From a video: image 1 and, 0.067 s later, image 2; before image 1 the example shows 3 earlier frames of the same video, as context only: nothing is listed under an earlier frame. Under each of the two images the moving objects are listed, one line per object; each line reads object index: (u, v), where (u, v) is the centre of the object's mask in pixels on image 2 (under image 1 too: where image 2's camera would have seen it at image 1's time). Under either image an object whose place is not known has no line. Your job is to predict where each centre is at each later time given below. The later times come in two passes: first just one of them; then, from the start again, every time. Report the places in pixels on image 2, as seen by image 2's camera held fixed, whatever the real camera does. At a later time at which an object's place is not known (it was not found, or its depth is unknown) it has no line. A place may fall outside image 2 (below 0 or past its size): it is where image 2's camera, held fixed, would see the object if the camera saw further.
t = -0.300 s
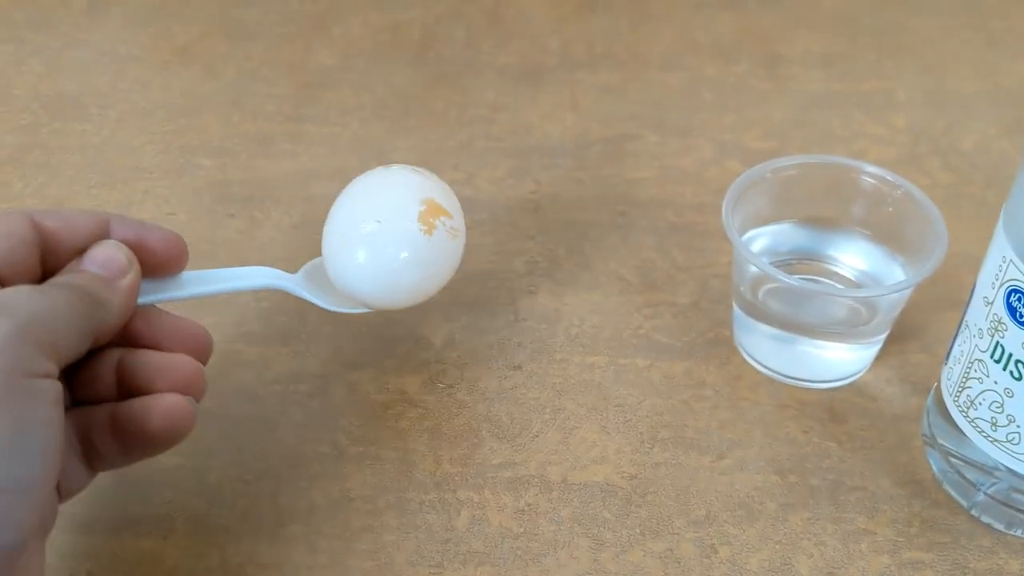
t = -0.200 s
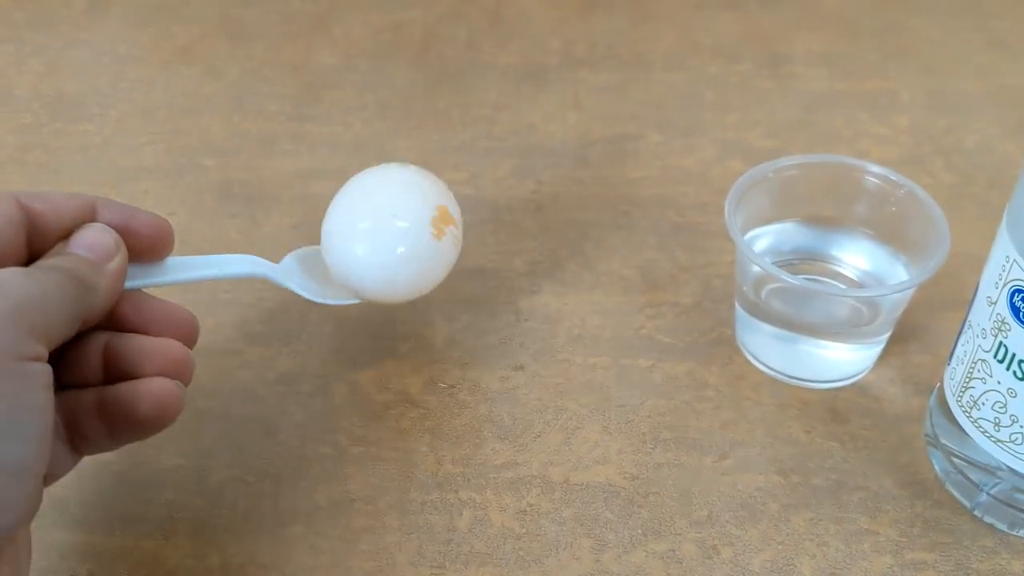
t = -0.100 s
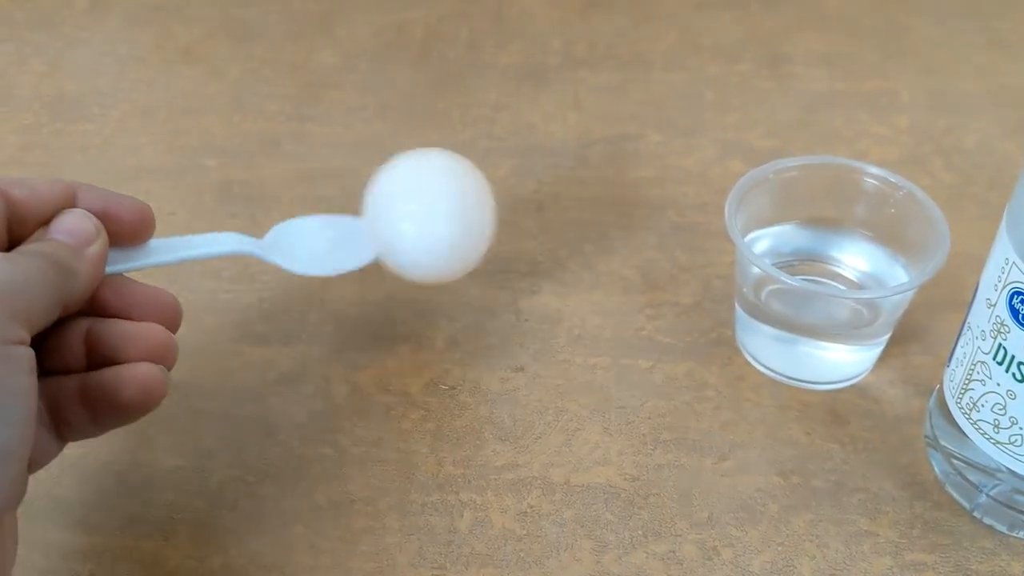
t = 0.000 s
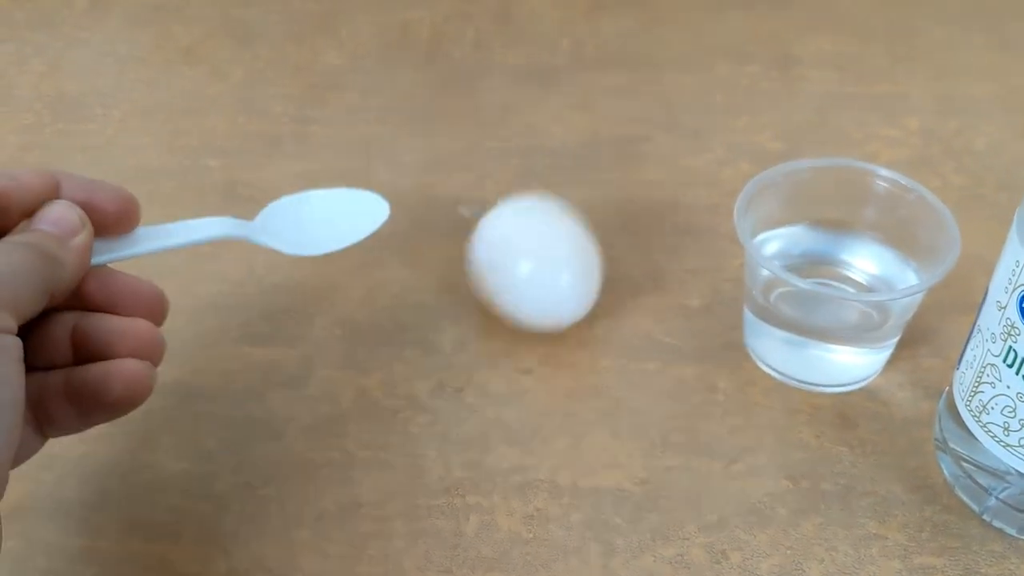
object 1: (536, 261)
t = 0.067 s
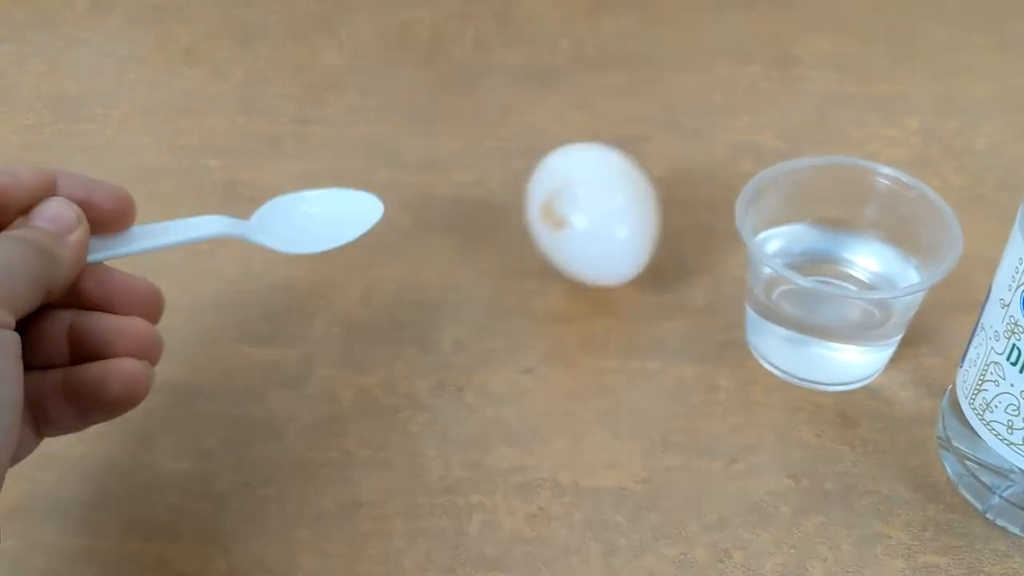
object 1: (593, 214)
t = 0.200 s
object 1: (692, 192)
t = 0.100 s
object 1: (620, 222)
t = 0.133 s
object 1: (646, 235)
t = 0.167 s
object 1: (670, 203)
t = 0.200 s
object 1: (692, 192)
